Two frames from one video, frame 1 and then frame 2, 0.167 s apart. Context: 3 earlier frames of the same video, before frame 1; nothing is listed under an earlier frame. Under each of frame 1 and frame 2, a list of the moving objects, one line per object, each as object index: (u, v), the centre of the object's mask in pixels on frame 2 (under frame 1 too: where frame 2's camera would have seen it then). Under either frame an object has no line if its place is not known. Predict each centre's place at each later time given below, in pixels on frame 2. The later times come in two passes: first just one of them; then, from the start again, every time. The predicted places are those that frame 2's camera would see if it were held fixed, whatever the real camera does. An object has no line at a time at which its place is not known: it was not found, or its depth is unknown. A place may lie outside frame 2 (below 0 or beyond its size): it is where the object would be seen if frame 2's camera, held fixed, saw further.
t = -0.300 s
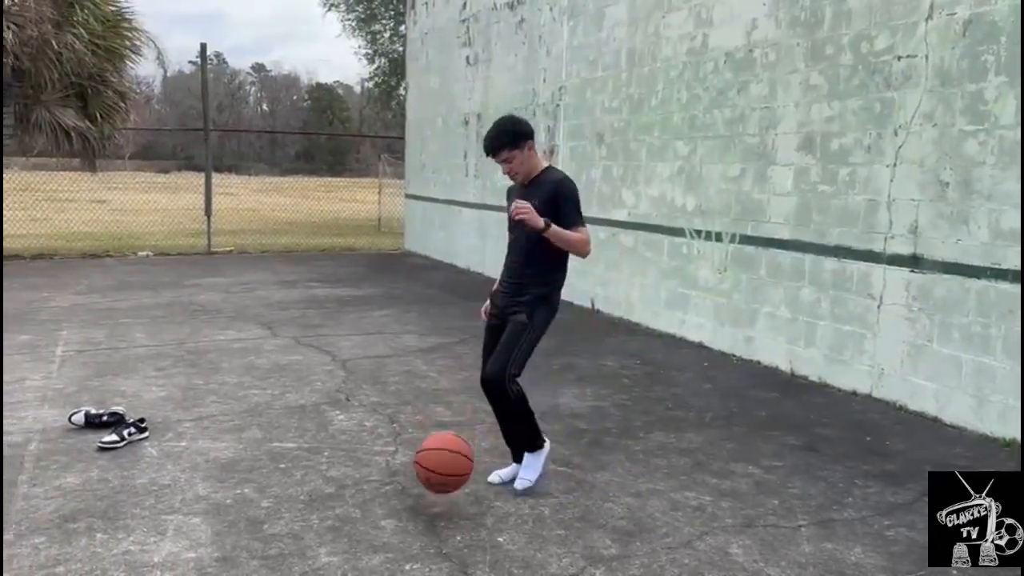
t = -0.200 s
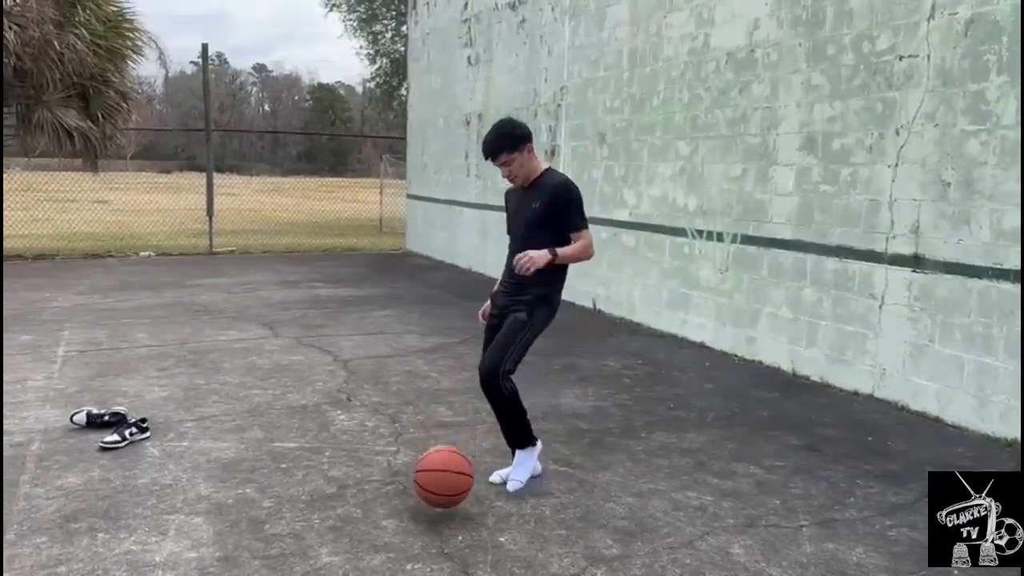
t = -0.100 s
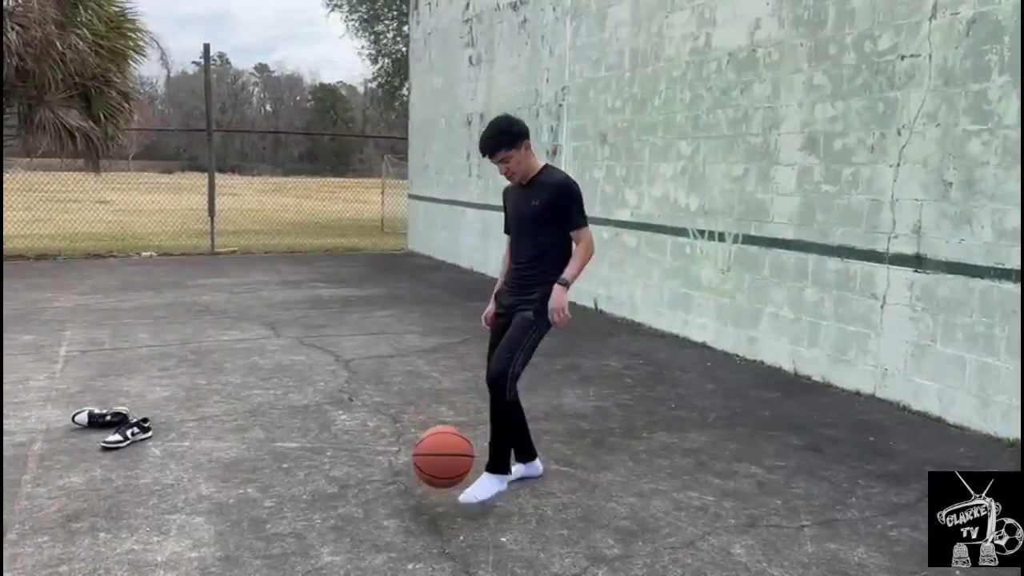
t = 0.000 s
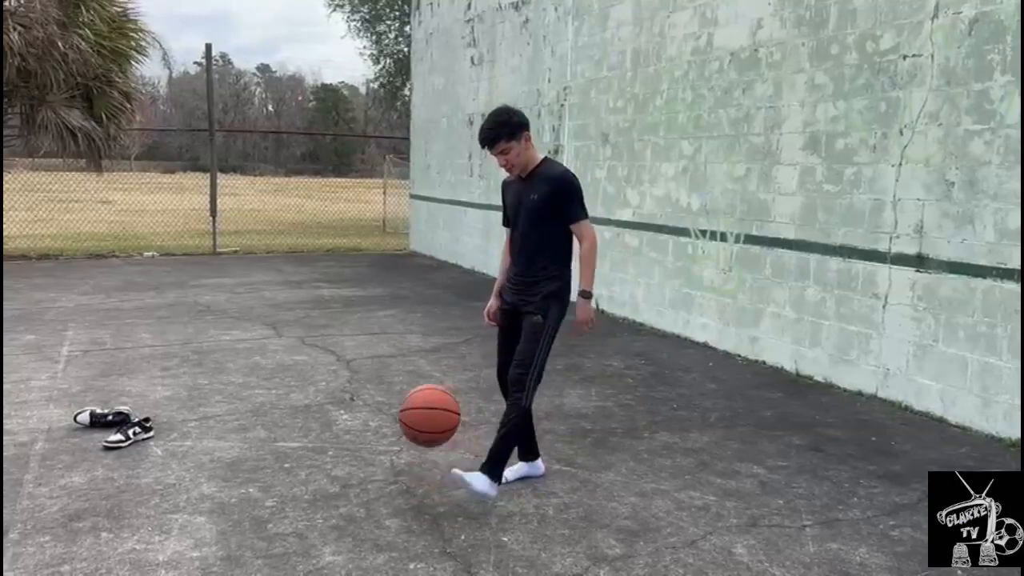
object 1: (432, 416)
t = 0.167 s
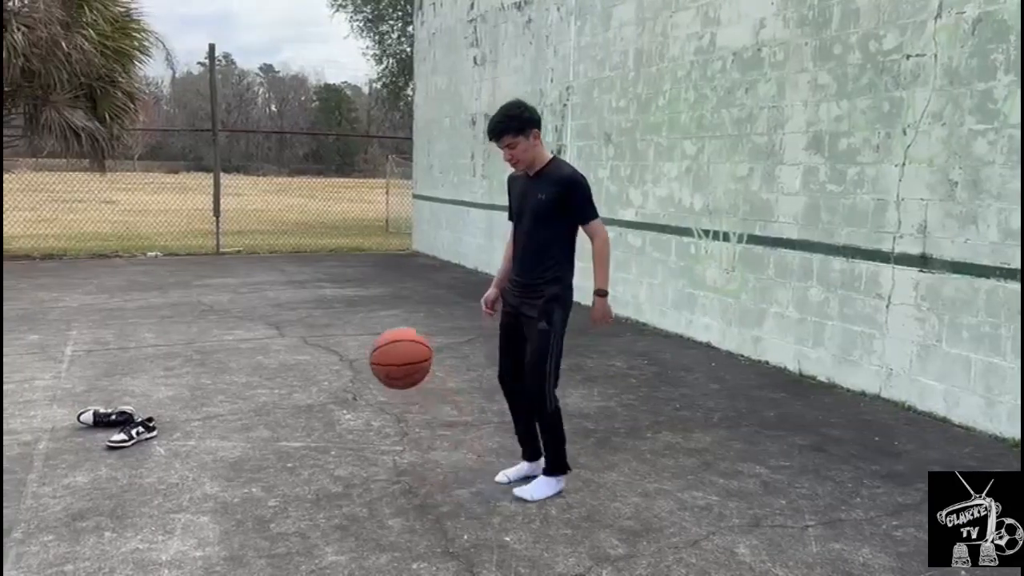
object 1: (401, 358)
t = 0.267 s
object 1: (381, 356)
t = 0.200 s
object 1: (394, 355)
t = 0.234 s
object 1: (388, 354)
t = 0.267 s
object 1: (381, 356)
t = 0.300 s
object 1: (375, 361)
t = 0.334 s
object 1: (368, 368)
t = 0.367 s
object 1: (361, 378)
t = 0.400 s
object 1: (355, 391)
